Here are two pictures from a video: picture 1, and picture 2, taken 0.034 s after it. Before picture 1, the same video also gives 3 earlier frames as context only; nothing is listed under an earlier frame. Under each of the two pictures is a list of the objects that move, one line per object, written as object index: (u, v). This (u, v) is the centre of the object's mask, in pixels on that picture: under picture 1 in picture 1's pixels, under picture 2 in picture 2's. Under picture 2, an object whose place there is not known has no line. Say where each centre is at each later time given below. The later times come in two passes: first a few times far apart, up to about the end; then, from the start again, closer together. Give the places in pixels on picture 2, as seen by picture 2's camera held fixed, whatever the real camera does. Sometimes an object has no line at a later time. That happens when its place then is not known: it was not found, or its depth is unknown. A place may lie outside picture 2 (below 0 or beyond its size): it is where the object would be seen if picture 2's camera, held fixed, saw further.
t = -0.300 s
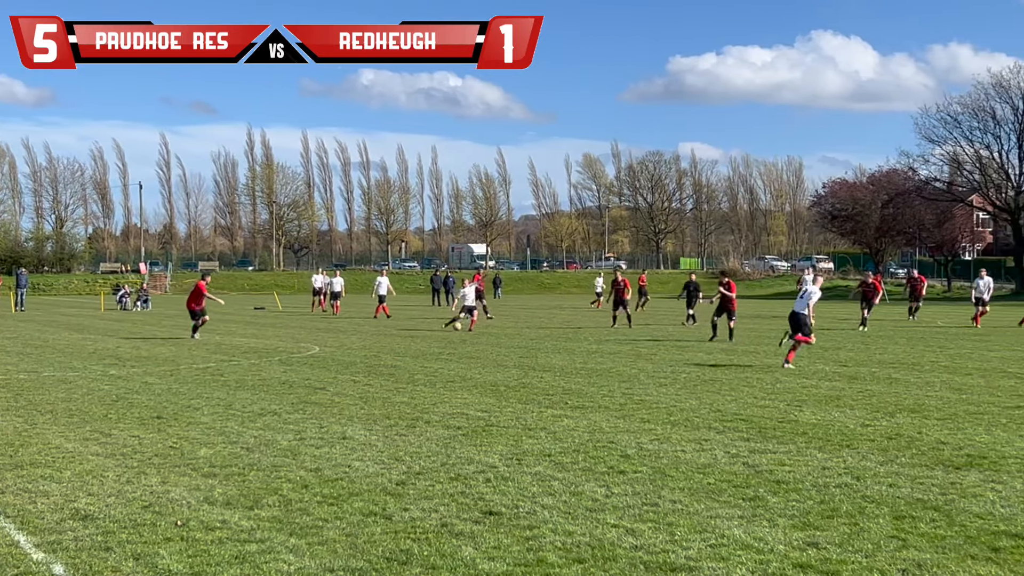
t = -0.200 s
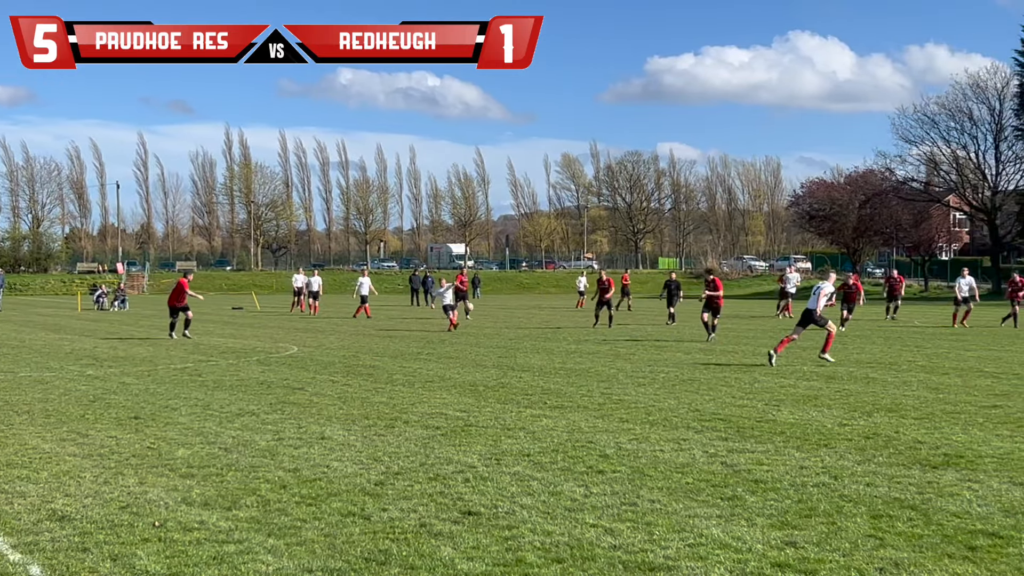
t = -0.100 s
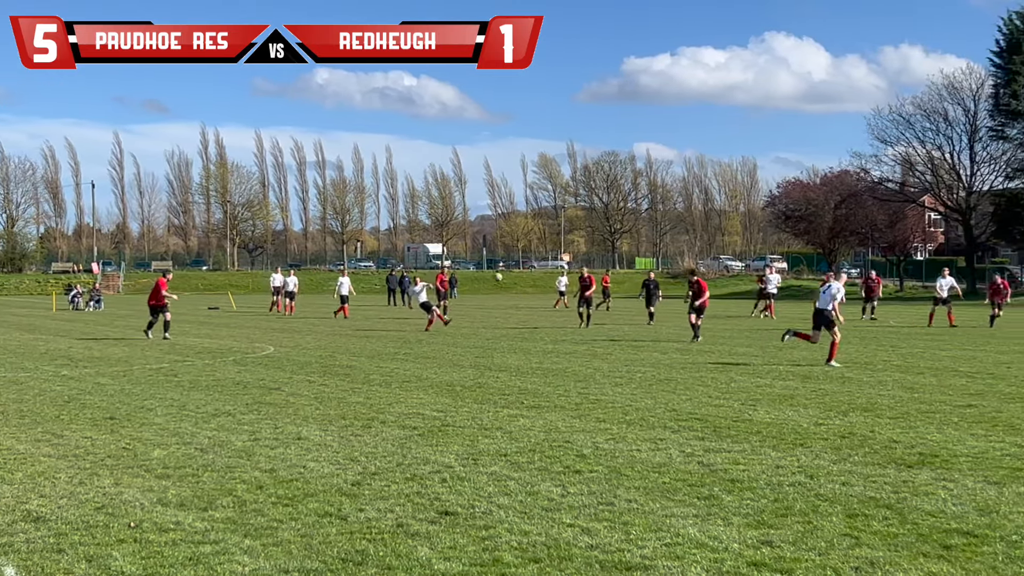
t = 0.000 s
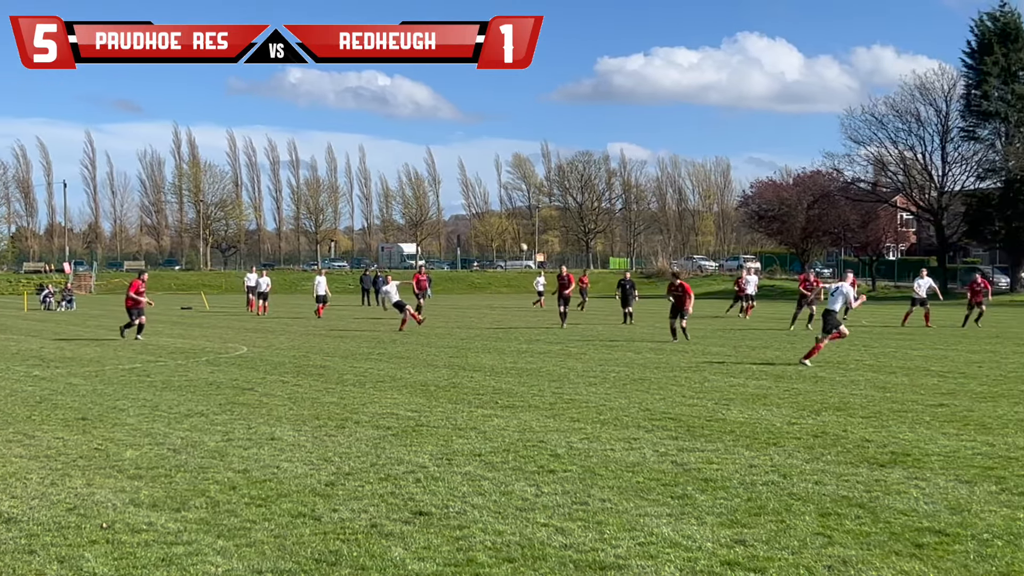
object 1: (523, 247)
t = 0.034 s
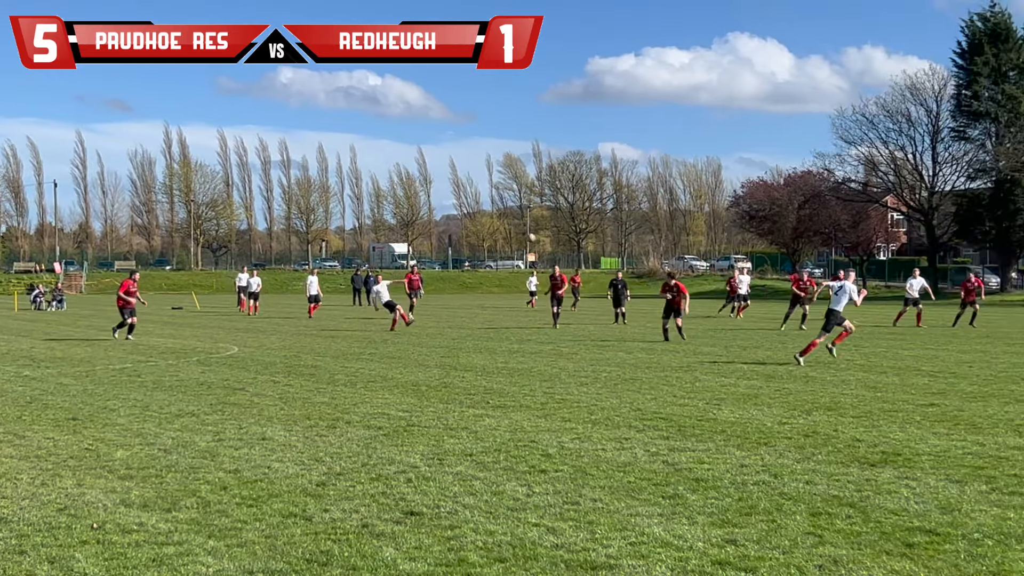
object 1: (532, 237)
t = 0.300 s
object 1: (662, 167)
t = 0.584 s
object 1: (803, 105)
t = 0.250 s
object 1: (637, 179)
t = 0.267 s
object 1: (646, 175)
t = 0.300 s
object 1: (662, 167)
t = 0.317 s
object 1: (670, 162)
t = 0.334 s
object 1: (678, 159)
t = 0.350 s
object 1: (686, 155)
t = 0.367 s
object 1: (694, 150)
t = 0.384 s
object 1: (702, 147)
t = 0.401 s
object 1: (711, 143)
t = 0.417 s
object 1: (719, 140)
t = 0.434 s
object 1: (727, 136)
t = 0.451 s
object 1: (736, 132)
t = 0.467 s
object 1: (744, 128)
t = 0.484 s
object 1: (752, 125)
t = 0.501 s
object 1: (761, 122)
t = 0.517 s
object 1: (769, 118)
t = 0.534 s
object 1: (778, 115)
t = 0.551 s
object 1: (786, 111)
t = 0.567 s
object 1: (795, 108)
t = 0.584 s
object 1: (803, 105)
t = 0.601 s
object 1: (812, 101)
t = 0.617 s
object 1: (821, 98)
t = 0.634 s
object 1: (829, 94)
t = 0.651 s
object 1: (838, 91)
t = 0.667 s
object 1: (847, 88)
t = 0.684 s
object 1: (856, 85)
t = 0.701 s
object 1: (865, 81)
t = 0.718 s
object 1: (874, 78)
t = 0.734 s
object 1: (883, 74)
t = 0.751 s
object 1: (892, 71)
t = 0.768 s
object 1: (901, 69)
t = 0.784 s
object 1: (910, 66)
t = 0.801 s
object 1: (919, 63)
